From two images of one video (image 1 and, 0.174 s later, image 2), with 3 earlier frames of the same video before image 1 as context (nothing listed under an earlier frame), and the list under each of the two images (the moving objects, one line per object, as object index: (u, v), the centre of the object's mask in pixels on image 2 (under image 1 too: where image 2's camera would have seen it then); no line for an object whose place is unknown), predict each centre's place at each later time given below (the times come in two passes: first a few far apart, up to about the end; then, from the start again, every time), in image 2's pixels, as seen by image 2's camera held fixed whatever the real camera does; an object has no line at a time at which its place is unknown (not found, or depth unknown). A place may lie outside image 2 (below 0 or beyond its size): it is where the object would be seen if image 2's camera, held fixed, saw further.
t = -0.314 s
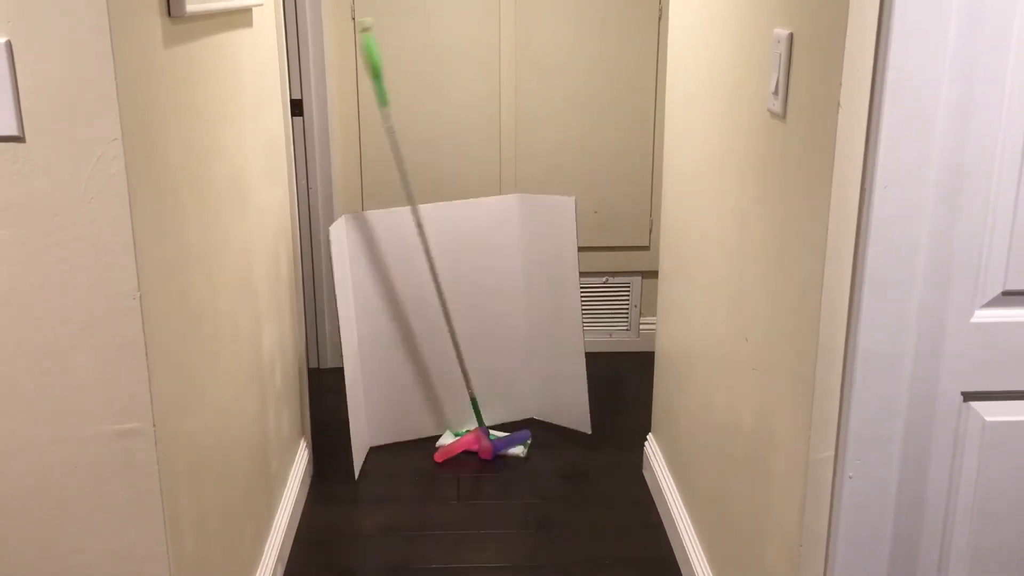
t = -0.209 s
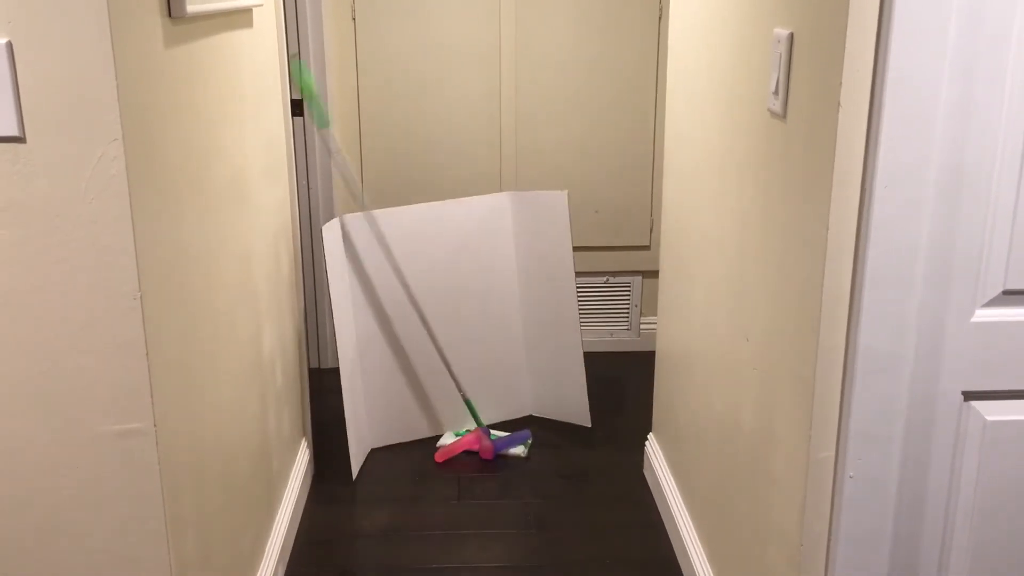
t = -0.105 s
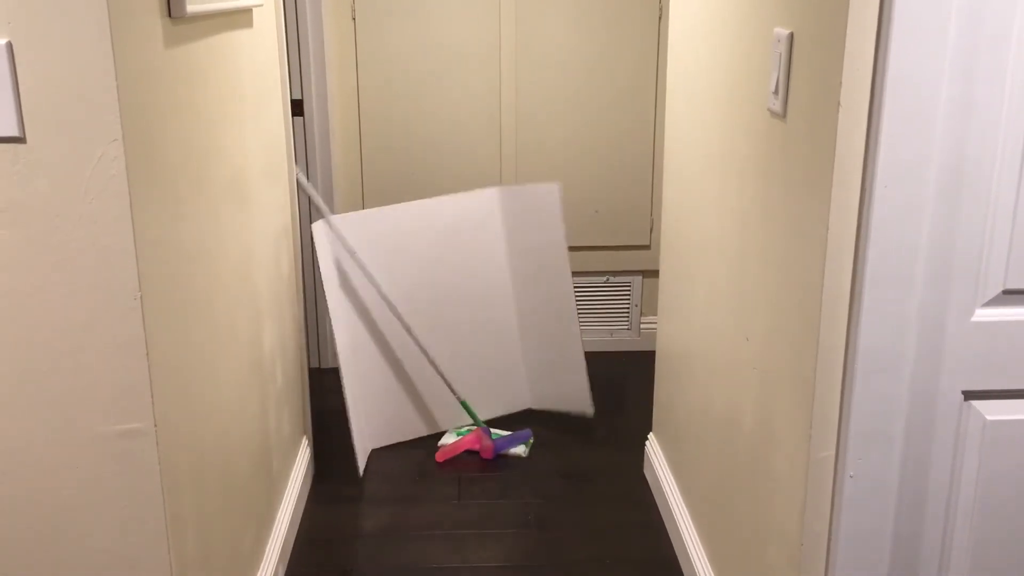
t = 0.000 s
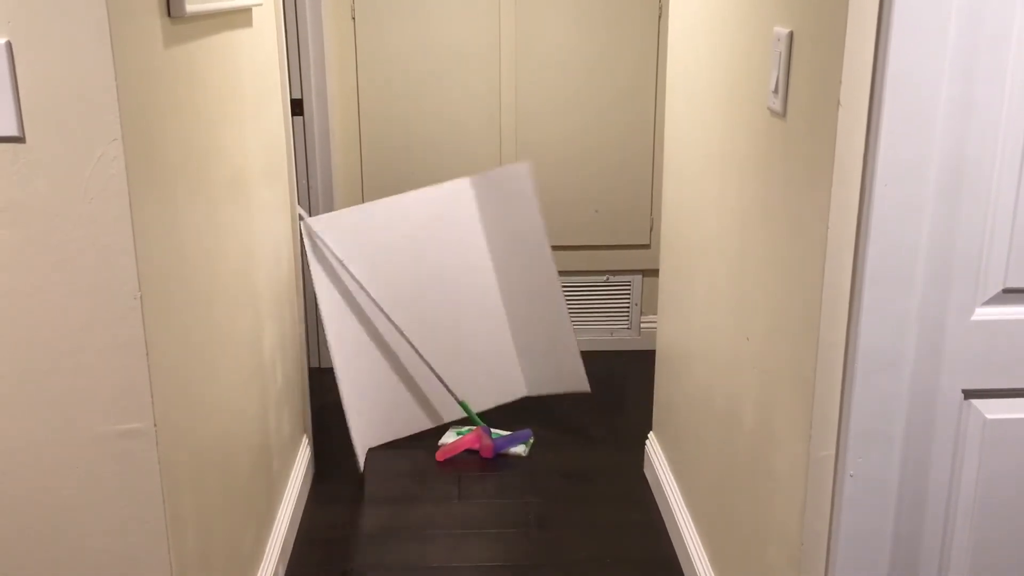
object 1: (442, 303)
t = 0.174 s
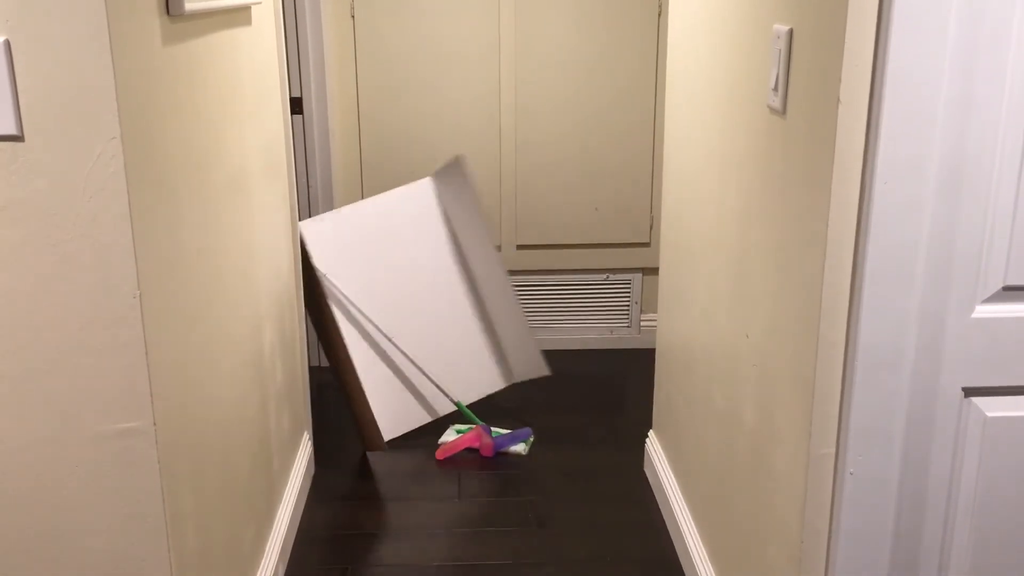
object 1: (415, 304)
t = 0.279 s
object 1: (404, 315)
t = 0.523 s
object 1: (413, 386)
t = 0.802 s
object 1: (428, 396)
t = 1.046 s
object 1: (426, 396)
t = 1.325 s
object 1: (426, 396)
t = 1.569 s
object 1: (429, 394)
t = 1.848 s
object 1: (426, 395)
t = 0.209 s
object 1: (410, 306)
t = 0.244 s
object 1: (406, 310)
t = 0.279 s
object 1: (404, 315)
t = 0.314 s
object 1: (402, 322)
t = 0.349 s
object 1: (404, 328)
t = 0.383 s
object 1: (407, 344)
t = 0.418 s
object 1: (403, 360)
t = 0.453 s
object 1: (409, 367)
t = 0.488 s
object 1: (414, 377)
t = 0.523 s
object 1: (413, 386)
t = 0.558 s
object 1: (417, 391)
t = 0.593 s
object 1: (420, 391)
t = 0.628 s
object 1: (422, 390)
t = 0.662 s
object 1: (424, 391)
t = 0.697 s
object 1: (425, 392)
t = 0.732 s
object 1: (426, 393)
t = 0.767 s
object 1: (426, 396)
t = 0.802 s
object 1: (428, 396)
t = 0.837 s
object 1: (426, 397)
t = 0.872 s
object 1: (426, 398)
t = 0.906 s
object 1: (426, 397)
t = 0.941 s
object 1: (426, 397)
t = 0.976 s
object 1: (426, 396)
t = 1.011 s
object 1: (426, 396)
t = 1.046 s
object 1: (426, 396)
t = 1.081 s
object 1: (426, 395)
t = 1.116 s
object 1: (426, 395)
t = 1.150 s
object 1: (426, 395)
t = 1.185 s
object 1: (426, 395)
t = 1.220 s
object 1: (426, 396)
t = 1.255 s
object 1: (426, 396)
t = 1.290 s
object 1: (426, 396)
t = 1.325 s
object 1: (426, 396)
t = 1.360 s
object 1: (426, 396)
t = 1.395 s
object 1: (426, 396)
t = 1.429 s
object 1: (426, 396)
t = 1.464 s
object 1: (429, 394)
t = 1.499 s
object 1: (426, 395)
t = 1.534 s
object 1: (429, 394)
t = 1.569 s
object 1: (429, 394)
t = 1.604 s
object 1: (429, 394)
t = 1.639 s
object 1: (429, 394)
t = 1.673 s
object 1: (426, 395)
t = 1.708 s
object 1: (429, 394)
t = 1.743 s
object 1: (426, 395)
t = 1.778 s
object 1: (426, 395)
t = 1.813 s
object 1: (426, 396)
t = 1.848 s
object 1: (426, 395)
